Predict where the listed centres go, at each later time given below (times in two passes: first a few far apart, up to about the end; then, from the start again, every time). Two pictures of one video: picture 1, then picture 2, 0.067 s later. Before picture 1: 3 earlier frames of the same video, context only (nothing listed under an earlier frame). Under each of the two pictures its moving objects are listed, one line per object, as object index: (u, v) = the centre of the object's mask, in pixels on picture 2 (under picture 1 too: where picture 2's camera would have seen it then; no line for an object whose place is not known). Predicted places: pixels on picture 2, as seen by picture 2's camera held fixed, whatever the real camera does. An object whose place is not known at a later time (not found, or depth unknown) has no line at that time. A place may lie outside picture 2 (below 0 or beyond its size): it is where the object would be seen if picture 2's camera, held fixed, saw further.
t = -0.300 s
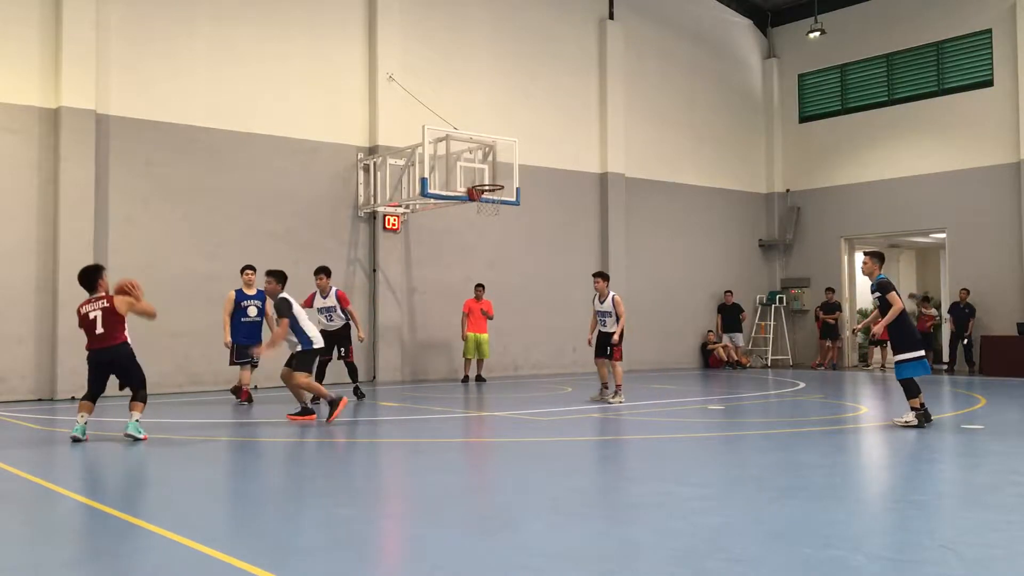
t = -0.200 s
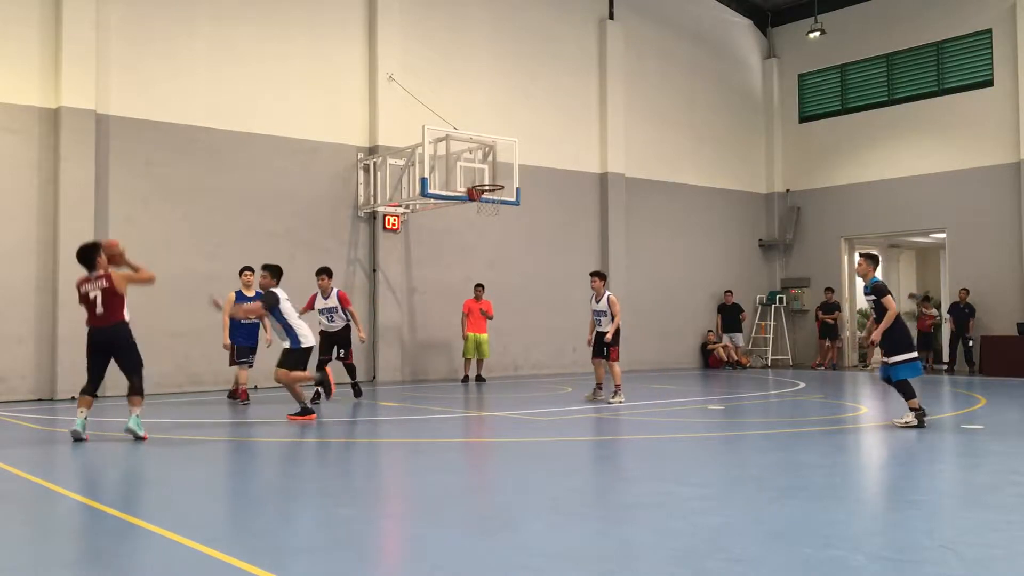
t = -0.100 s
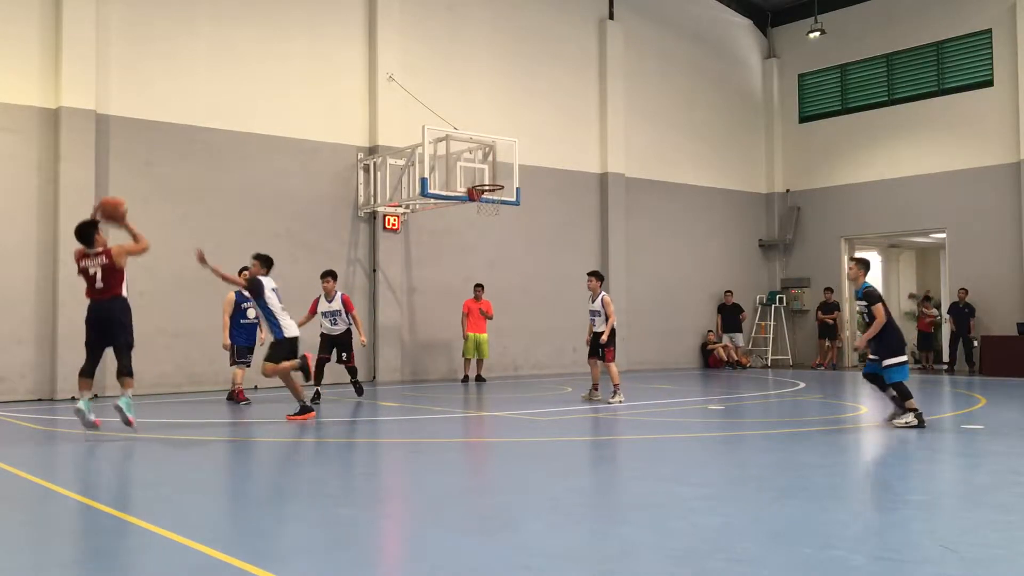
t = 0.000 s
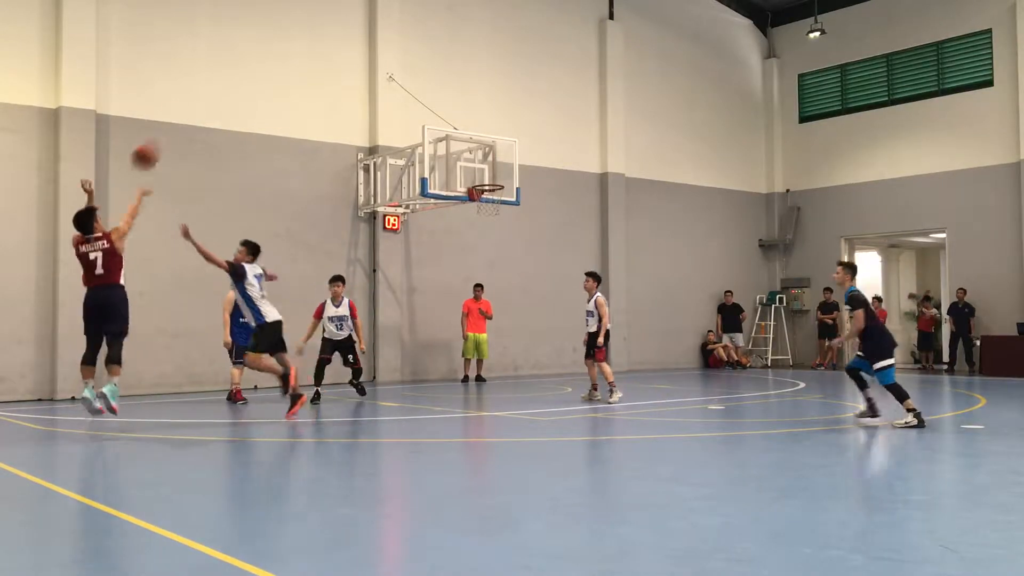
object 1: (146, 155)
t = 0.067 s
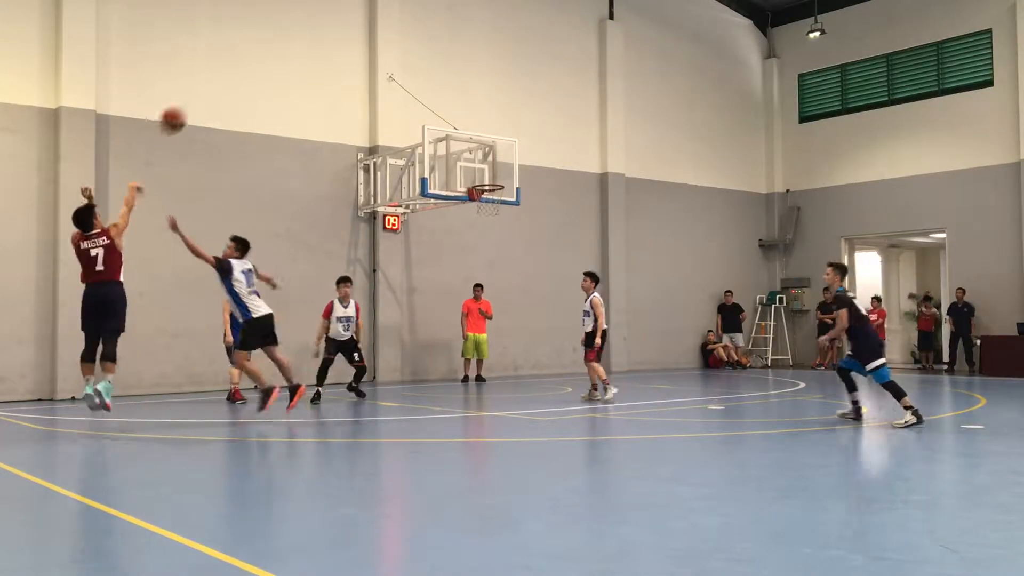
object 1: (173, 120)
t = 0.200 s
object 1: (224, 66)
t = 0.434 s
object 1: (298, 21)
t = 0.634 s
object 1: (350, 22)
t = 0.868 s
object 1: (404, 57)
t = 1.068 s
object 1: (444, 111)
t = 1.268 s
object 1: (476, 177)
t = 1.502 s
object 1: (461, 114)
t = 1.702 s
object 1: (448, 88)
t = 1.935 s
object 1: (431, 90)
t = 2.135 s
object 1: (417, 122)
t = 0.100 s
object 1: (187, 104)
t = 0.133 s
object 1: (199, 90)
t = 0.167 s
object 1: (211, 77)
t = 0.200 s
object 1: (224, 66)
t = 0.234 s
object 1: (235, 56)
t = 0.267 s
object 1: (246, 47)
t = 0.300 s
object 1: (257, 40)
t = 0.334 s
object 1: (268, 34)
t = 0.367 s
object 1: (278, 29)
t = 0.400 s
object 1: (288, 25)
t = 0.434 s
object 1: (298, 21)
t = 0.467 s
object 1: (307, 19)
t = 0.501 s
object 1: (316, 18)
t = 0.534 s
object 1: (325, 18)
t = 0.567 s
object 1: (334, 18)
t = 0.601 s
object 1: (342, 19)
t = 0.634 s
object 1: (350, 22)
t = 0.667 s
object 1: (358, 25)
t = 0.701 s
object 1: (367, 28)
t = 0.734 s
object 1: (375, 32)
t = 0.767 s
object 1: (382, 38)
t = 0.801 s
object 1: (391, 43)
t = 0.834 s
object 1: (397, 50)
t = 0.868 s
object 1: (404, 57)
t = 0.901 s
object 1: (411, 65)
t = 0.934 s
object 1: (418, 73)
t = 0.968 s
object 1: (425, 81)
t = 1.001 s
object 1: (431, 91)
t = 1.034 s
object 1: (438, 101)
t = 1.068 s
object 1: (444, 111)
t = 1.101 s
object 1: (450, 122)
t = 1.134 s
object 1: (457, 135)
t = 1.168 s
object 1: (462, 146)
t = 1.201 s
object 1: (469, 159)
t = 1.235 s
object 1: (474, 173)
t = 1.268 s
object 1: (476, 177)
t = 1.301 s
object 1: (475, 166)
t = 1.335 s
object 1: (472, 156)
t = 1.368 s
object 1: (470, 146)
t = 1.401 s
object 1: (468, 137)
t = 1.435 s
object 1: (466, 128)
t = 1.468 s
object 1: (464, 121)
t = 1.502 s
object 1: (461, 114)
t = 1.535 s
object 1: (459, 108)
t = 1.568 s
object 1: (457, 103)
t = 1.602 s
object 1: (454, 98)
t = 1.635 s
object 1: (452, 94)
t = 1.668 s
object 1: (450, 91)
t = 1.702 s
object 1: (448, 88)
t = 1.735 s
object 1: (445, 86)
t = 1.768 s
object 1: (443, 85)
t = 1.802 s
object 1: (441, 85)
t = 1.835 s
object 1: (438, 85)
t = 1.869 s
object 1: (436, 86)
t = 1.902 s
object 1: (434, 88)
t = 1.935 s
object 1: (431, 90)
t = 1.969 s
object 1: (429, 94)
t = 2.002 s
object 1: (427, 97)
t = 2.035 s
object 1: (424, 103)
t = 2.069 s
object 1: (422, 108)
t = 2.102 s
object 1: (419, 114)
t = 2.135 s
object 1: (417, 122)
